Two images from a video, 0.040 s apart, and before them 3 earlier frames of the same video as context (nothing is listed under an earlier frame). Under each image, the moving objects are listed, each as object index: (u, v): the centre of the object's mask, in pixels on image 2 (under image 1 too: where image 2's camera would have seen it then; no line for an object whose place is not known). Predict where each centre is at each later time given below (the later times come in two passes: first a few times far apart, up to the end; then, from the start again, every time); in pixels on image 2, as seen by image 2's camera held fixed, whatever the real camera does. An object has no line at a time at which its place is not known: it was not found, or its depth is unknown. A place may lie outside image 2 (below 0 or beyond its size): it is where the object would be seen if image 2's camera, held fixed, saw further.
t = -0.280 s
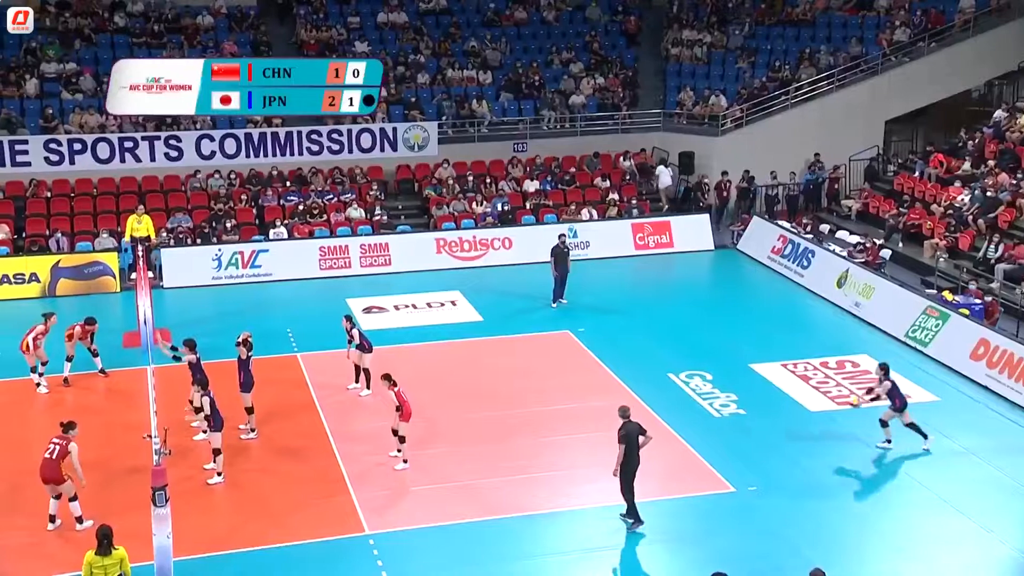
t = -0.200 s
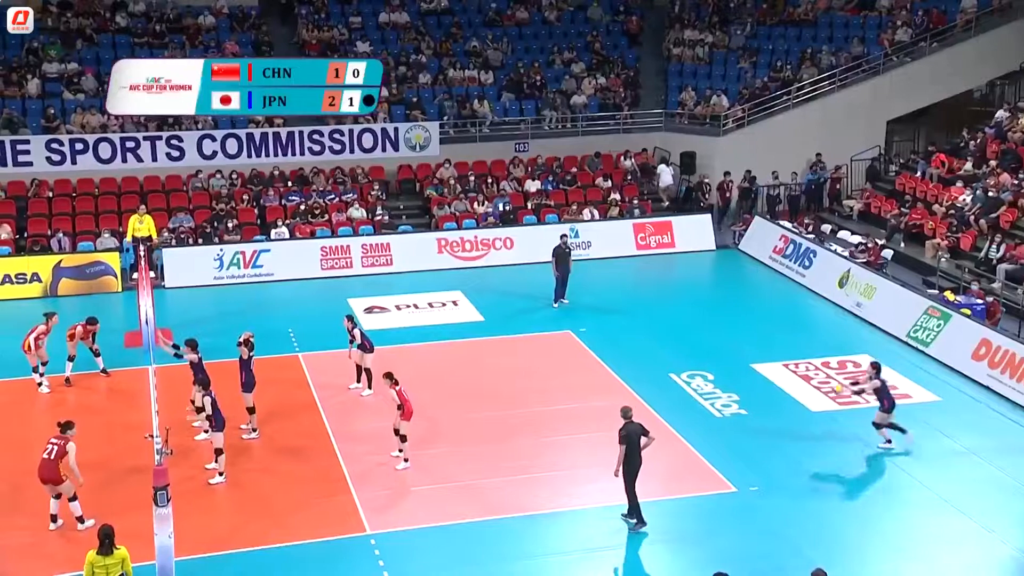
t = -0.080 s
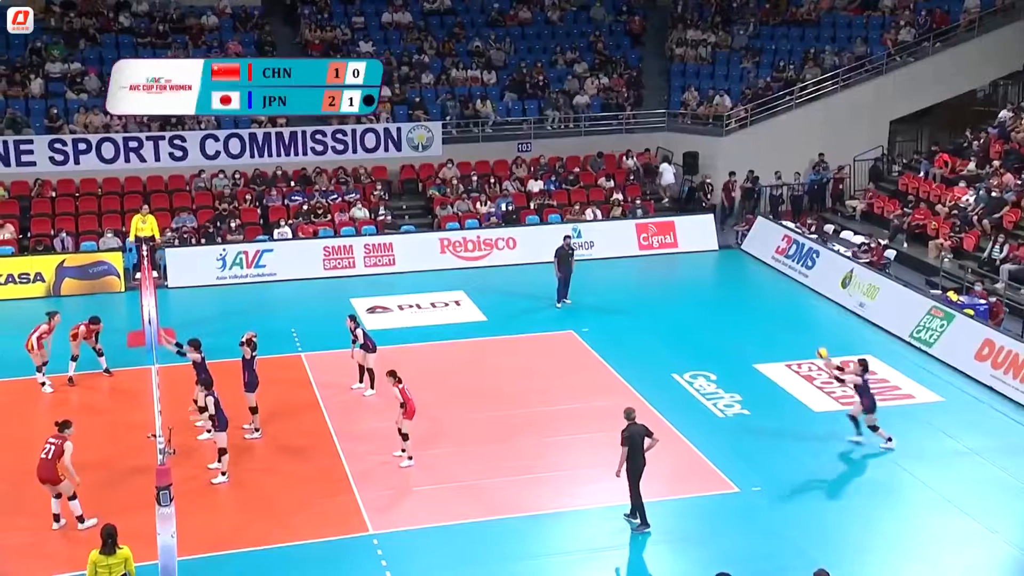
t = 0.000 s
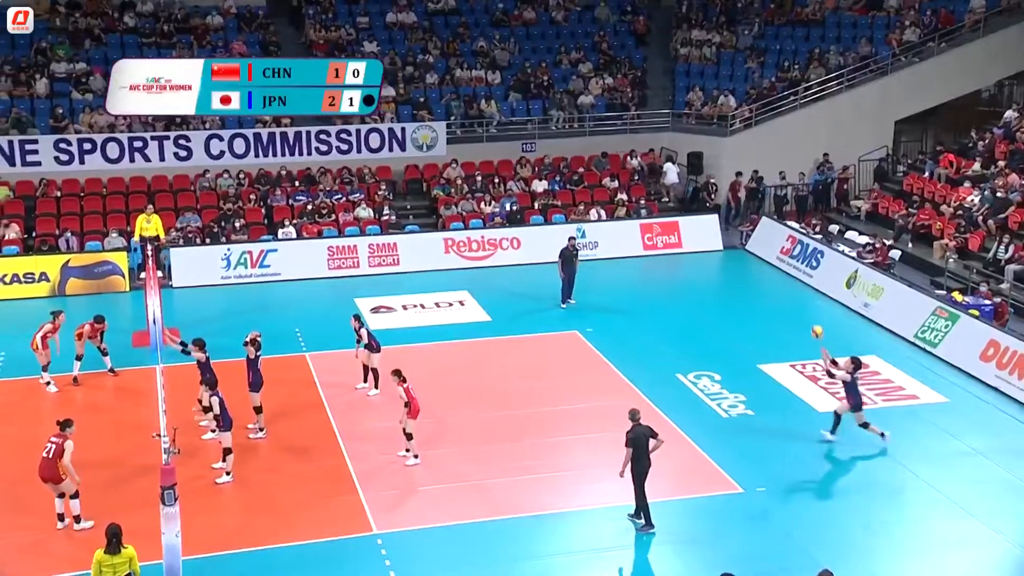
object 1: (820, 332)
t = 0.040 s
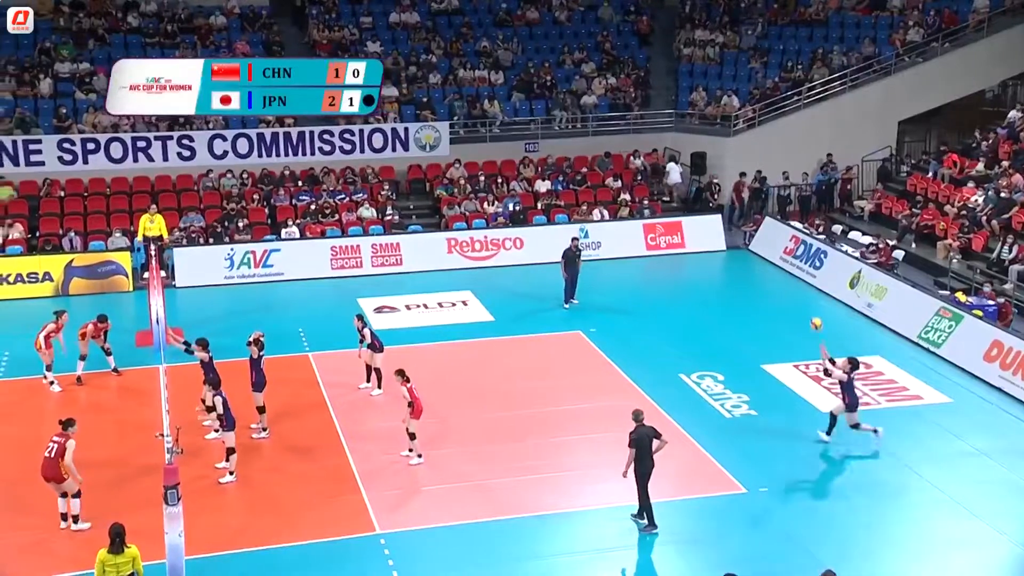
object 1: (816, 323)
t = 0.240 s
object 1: (792, 290)
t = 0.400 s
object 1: (773, 279)
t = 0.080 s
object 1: (811, 314)
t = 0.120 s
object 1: (806, 307)
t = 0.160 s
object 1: (801, 301)
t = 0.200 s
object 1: (797, 295)
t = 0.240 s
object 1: (792, 290)
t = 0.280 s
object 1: (787, 286)
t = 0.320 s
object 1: (782, 283)
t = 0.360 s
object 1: (778, 280)
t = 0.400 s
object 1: (773, 279)
